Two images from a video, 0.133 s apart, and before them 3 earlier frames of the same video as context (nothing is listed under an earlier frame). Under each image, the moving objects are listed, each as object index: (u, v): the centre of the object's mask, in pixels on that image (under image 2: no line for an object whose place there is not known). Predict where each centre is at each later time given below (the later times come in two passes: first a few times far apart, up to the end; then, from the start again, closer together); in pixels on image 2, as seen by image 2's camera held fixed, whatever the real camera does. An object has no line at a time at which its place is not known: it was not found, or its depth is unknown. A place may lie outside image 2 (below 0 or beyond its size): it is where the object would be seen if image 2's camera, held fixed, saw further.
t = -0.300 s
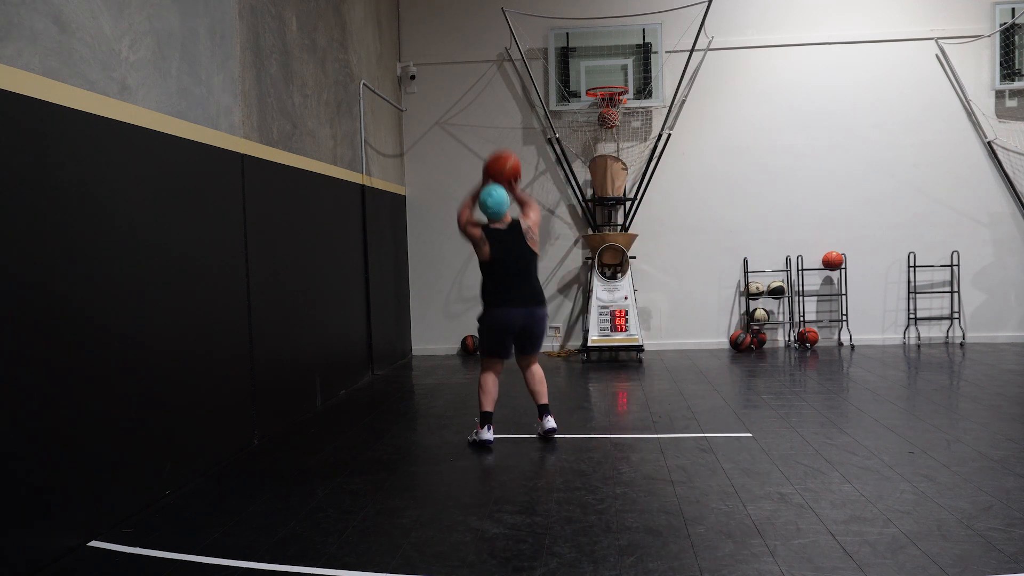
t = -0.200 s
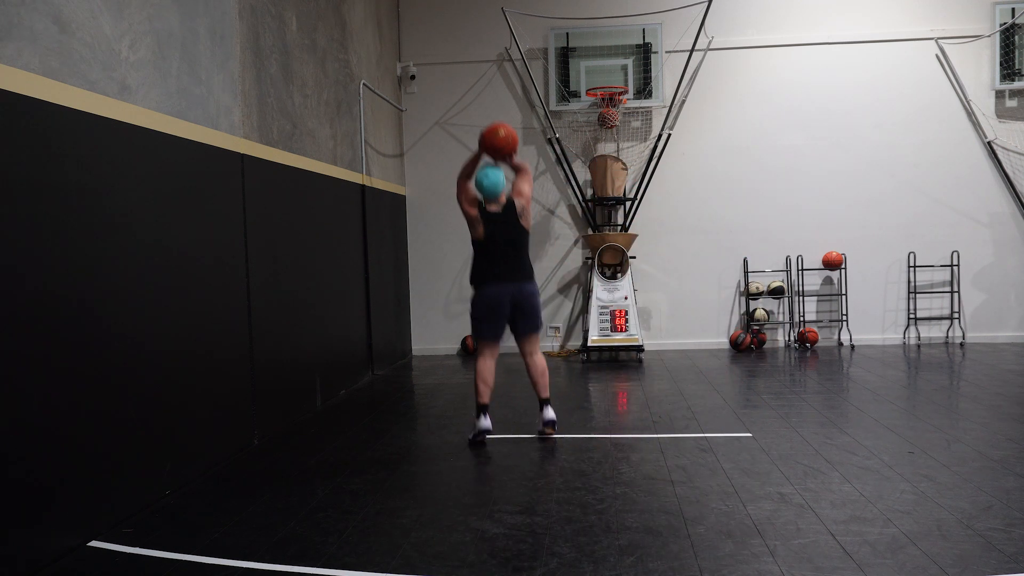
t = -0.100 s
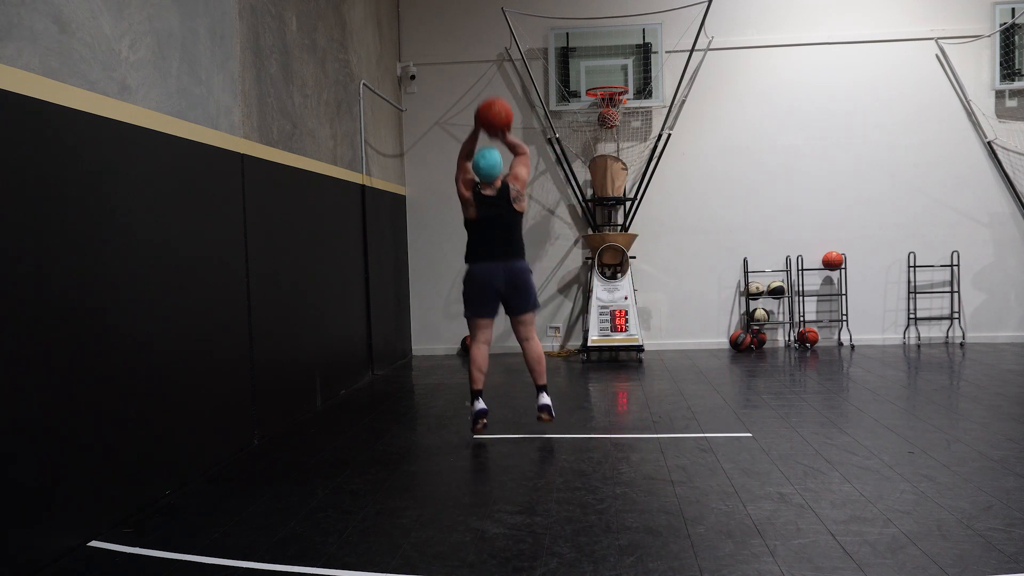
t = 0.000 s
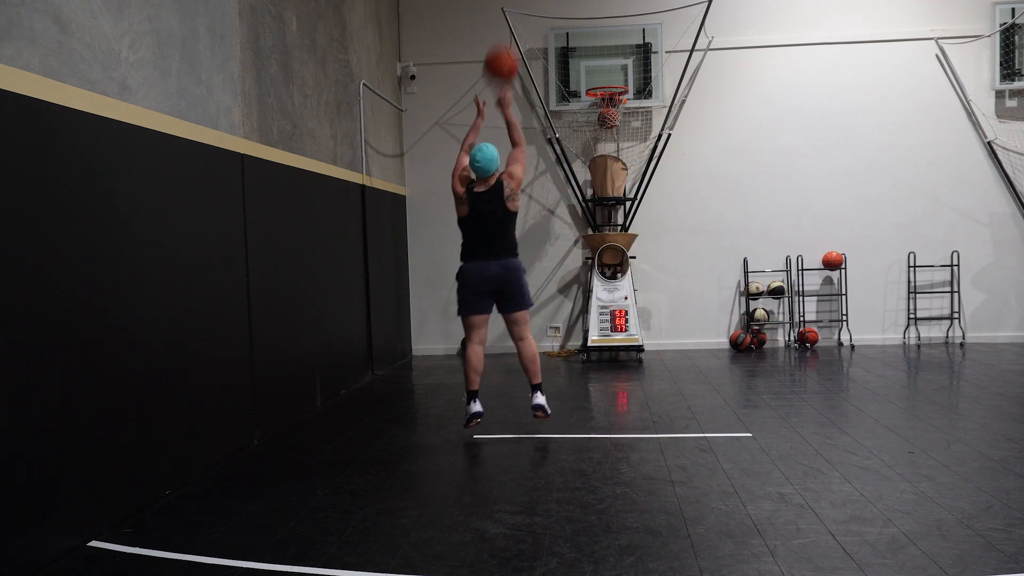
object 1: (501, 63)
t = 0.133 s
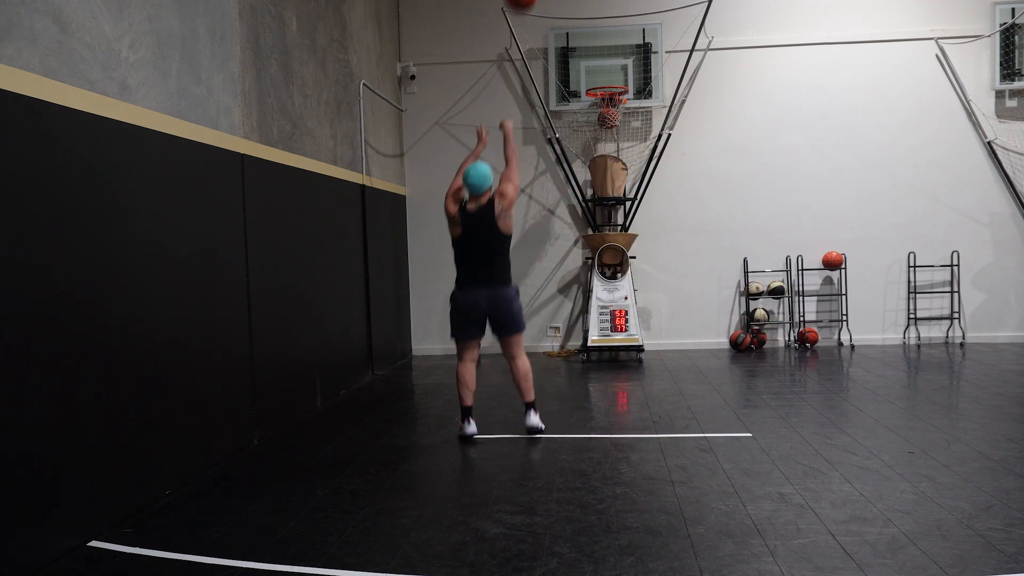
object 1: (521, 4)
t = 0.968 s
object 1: (607, 77)
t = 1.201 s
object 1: (615, 92)
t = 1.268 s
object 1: (615, 75)
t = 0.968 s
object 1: (607, 77)
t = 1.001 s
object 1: (609, 83)
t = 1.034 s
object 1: (611, 87)
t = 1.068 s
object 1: (613, 91)
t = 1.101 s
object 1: (614, 95)
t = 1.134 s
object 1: (615, 97)
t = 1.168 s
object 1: (615, 95)
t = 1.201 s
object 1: (615, 92)
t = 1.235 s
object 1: (616, 84)
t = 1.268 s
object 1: (615, 75)
